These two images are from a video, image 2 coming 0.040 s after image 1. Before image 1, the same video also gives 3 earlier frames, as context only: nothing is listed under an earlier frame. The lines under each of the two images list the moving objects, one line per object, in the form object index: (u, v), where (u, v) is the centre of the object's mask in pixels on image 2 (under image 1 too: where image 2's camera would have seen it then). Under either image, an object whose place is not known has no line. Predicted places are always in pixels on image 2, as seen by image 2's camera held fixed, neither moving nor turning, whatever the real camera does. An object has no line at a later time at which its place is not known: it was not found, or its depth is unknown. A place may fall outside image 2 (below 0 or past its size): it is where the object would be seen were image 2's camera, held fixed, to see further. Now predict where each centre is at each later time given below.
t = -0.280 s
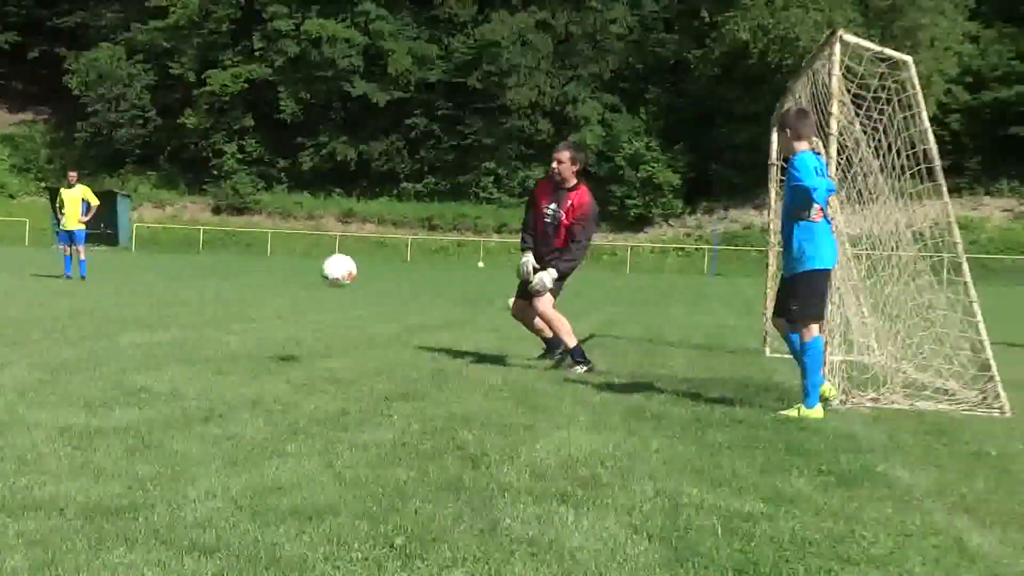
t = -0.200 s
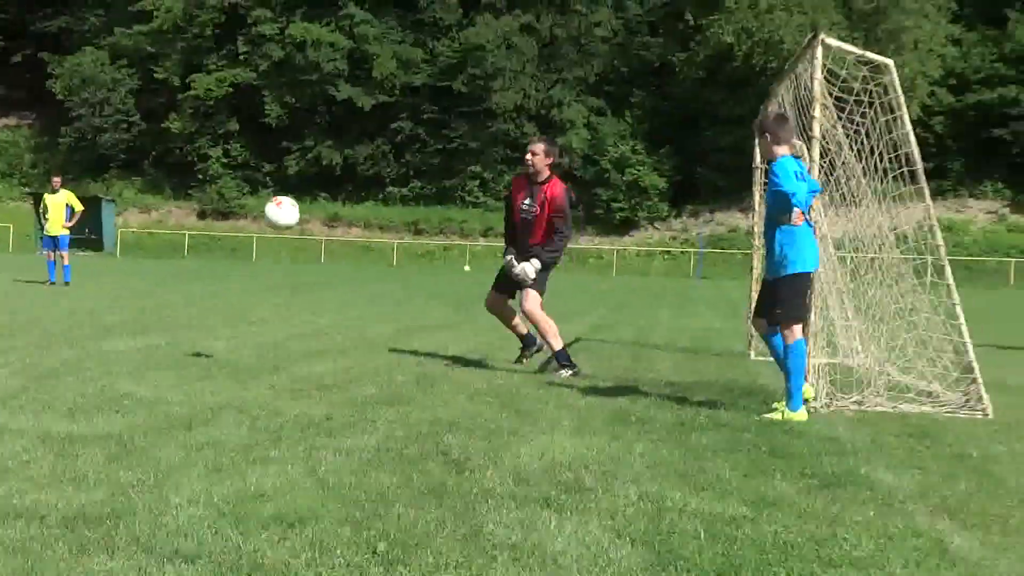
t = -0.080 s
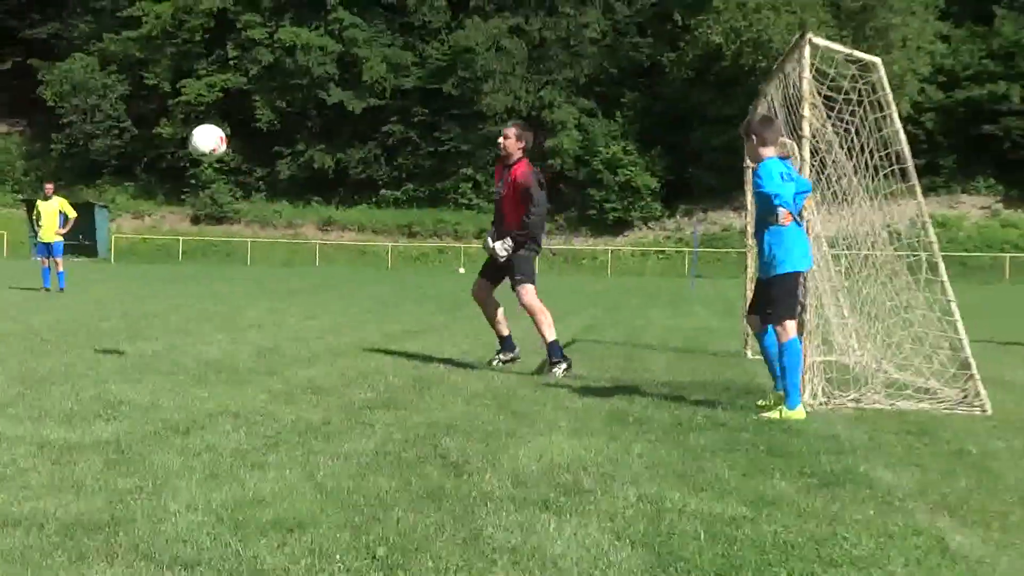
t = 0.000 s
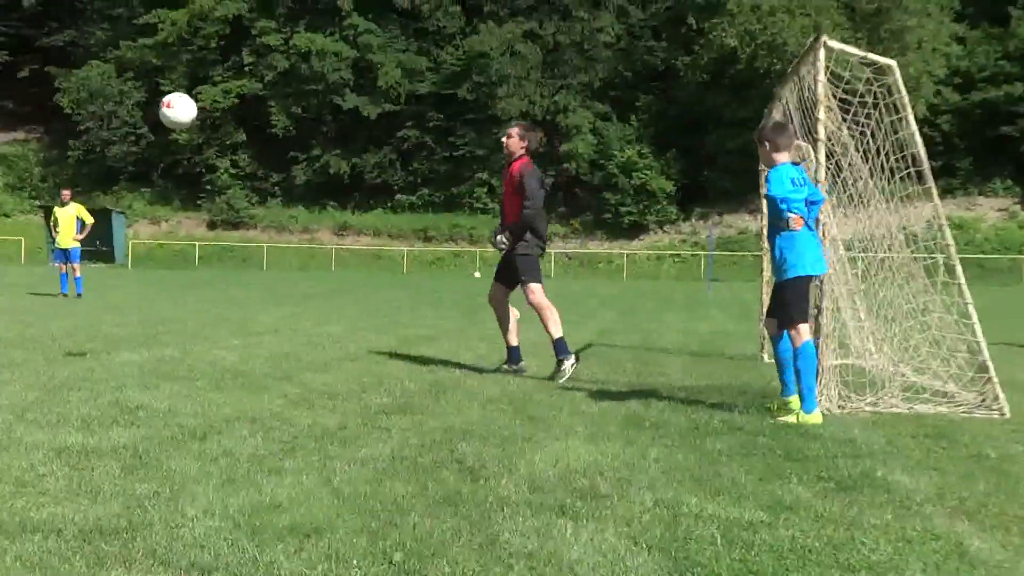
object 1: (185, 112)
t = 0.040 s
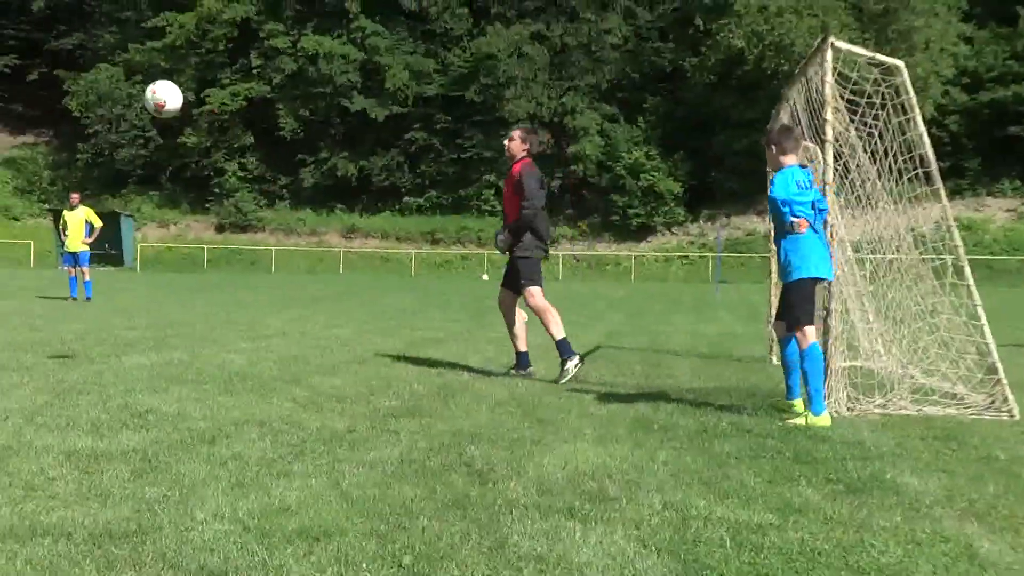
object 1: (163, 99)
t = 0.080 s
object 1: (142, 87)
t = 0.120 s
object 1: (119, 75)
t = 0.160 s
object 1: (96, 68)
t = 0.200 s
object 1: (77, 66)
